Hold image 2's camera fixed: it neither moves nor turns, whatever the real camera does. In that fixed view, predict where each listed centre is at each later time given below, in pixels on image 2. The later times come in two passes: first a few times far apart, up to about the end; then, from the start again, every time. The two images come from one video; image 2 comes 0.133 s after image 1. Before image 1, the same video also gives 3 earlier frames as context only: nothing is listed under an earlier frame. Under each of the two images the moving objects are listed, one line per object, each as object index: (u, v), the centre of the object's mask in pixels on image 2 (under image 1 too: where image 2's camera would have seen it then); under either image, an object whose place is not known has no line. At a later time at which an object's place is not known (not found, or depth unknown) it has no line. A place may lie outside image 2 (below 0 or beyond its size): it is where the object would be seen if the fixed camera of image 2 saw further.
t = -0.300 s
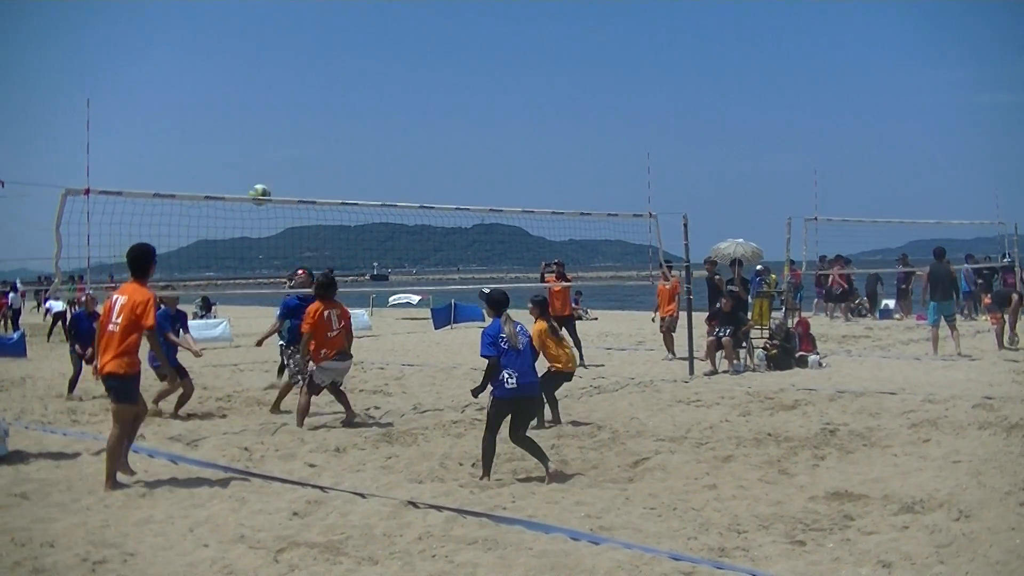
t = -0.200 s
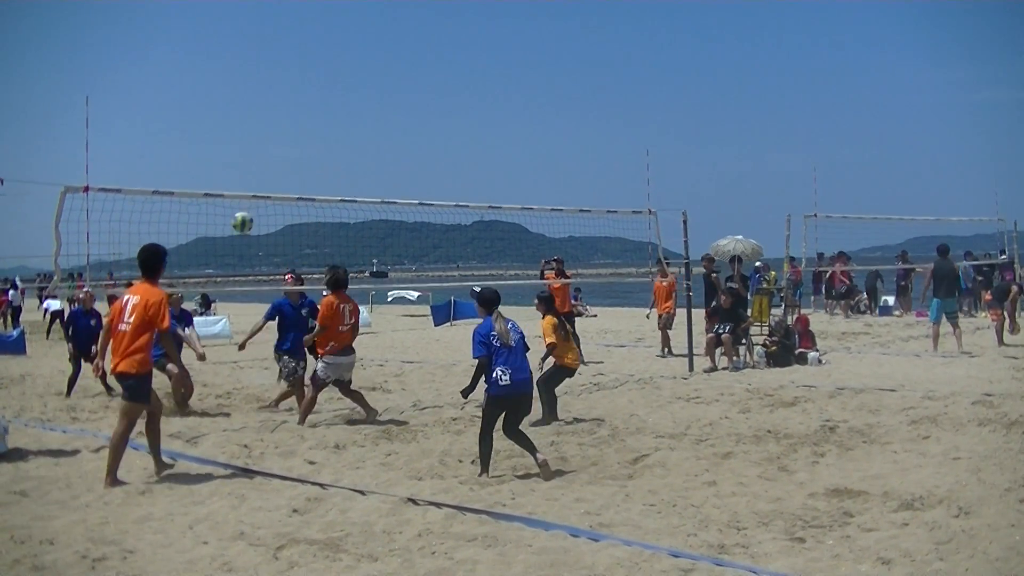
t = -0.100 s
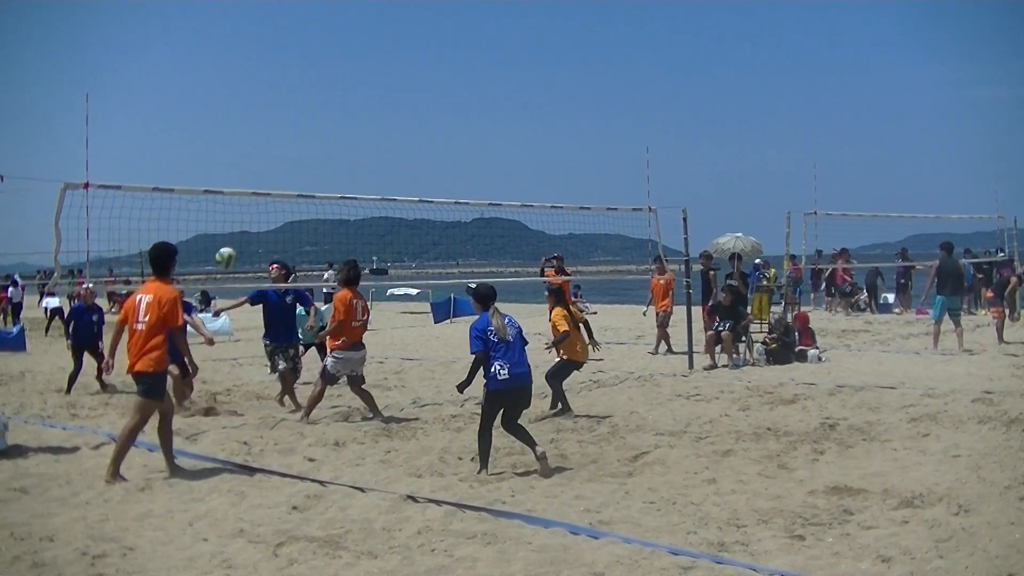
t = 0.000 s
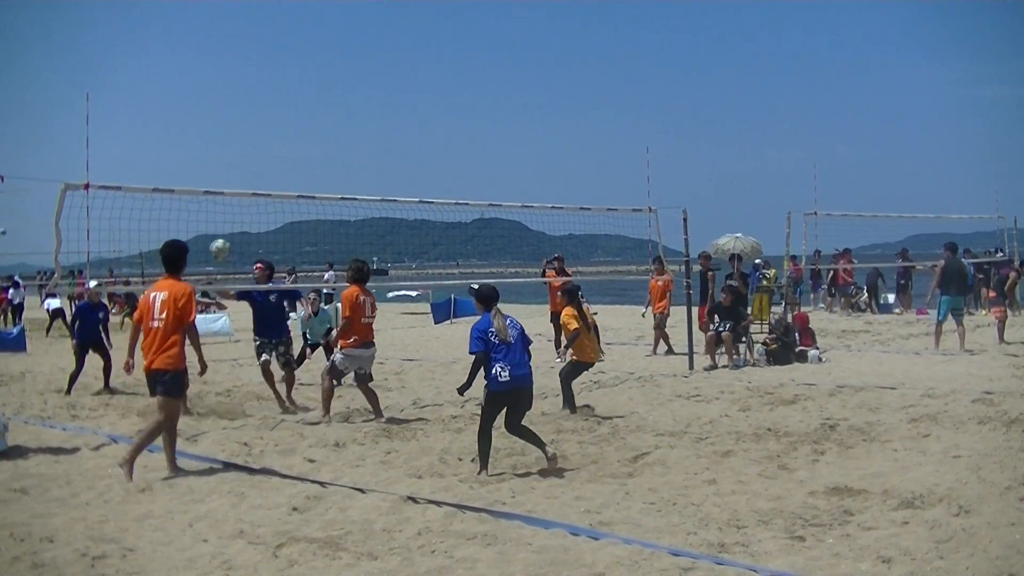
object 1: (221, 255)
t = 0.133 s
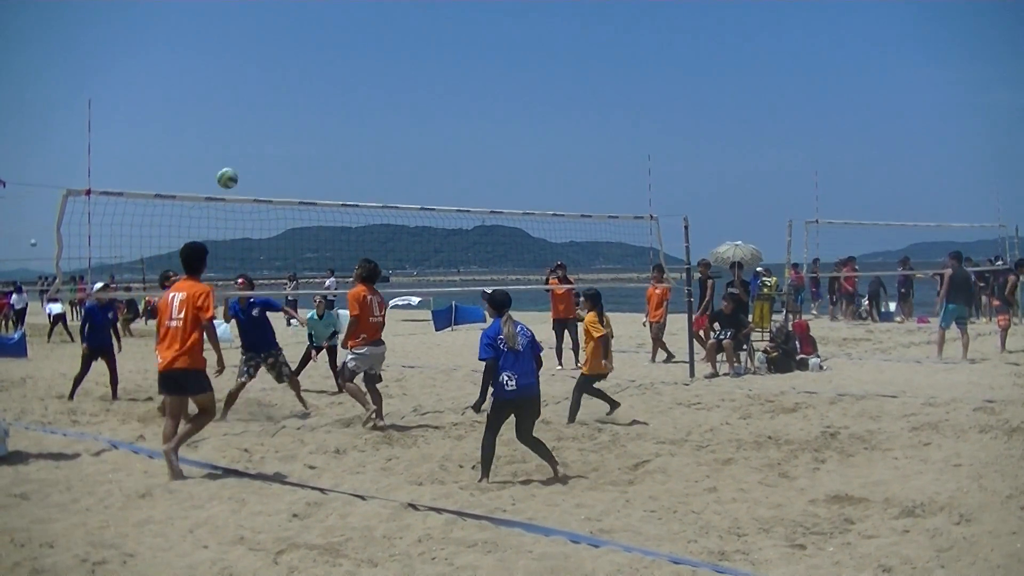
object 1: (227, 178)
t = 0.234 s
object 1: (231, 131)
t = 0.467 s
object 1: (245, 58)
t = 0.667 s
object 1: (256, 37)
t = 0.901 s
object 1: (268, 61)
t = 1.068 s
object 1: (275, 113)
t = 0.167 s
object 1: (229, 162)
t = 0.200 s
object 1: (230, 146)
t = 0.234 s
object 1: (231, 131)
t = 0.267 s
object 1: (233, 117)
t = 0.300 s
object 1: (235, 105)
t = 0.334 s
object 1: (237, 93)
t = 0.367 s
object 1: (239, 83)
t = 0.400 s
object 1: (241, 74)
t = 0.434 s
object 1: (243, 66)
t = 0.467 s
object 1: (245, 58)
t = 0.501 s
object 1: (247, 52)
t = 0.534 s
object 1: (249, 47)
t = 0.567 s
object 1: (250, 43)
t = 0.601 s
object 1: (252, 40)
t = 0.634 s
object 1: (254, 38)
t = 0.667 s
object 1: (256, 37)
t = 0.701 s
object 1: (258, 37)
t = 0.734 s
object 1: (260, 38)
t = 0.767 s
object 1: (261, 40)
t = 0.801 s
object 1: (263, 43)
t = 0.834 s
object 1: (265, 48)
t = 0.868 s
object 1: (266, 54)
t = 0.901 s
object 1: (268, 61)
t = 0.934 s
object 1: (269, 69)
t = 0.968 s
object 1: (271, 78)
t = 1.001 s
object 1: (272, 88)
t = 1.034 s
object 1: (274, 100)
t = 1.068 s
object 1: (275, 113)
